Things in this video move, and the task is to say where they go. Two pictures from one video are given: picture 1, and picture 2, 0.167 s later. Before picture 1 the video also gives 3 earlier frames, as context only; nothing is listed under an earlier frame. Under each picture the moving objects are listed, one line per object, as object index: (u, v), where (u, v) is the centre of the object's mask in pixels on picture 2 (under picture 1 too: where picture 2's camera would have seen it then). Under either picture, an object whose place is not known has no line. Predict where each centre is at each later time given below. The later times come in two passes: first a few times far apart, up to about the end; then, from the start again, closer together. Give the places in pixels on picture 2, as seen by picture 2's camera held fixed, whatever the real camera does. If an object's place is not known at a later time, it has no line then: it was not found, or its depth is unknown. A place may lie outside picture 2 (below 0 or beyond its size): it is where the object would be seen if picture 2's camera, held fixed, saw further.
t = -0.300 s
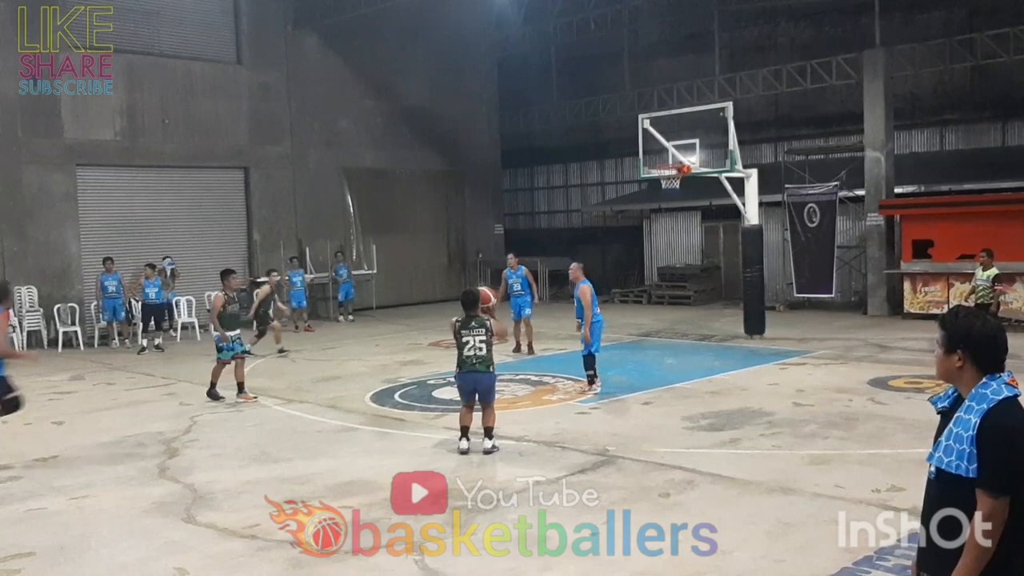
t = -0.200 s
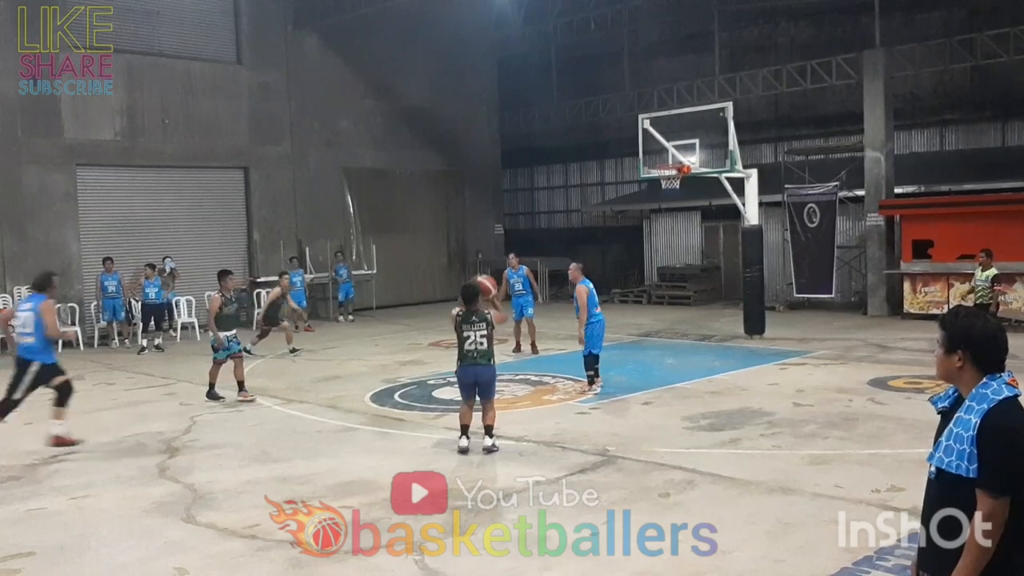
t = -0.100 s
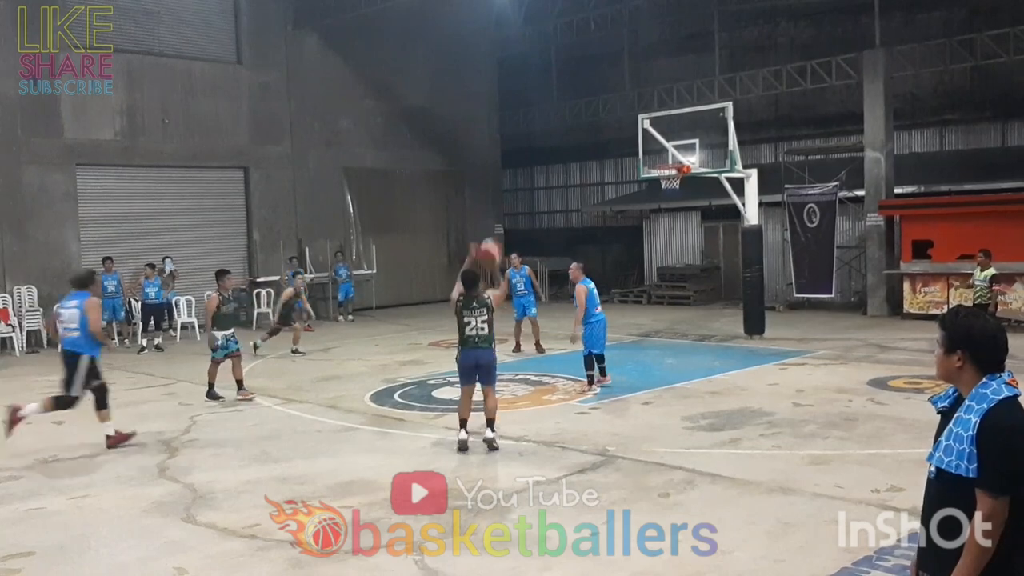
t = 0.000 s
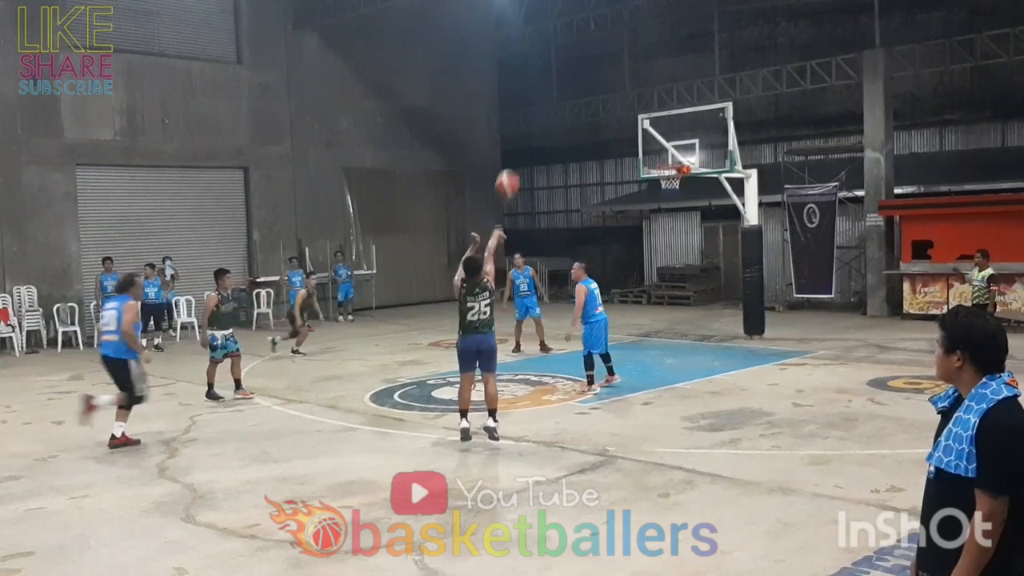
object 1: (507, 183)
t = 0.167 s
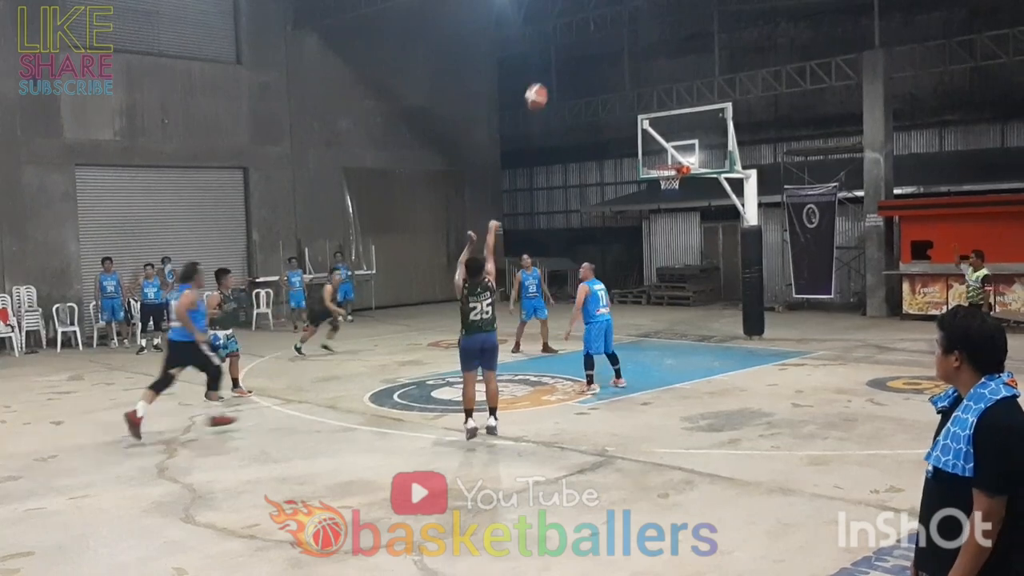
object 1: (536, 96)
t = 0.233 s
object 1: (547, 71)
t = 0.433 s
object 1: (579, 23)
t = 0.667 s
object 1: (610, 14)
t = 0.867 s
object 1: (635, 37)
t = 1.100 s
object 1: (661, 94)
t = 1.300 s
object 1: (680, 162)
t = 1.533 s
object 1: (624, 125)
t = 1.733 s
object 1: (578, 120)
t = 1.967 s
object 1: (528, 145)
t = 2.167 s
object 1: (486, 192)
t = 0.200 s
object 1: (542, 83)
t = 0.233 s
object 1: (547, 71)
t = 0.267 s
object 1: (552, 60)
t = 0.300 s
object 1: (558, 50)
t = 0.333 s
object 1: (563, 41)
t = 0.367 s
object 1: (568, 34)
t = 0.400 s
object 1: (573, 28)
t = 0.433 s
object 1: (579, 23)
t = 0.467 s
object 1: (583, 19)
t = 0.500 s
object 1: (588, 15)
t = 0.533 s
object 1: (593, 13)
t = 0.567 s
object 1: (597, 13)
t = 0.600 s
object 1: (601, 12)
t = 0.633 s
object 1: (606, 12)
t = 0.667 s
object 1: (610, 14)
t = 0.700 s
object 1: (615, 16)
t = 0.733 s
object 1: (619, 18)
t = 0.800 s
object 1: (627, 26)
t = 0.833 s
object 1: (631, 31)
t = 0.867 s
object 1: (635, 37)
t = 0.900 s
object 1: (638, 43)
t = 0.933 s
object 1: (642, 50)
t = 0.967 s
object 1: (646, 58)
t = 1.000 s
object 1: (650, 66)
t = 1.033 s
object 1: (654, 74)
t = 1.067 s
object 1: (657, 84)
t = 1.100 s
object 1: (661, 94)
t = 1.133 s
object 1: (663, 103)
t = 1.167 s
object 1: (667, 114)
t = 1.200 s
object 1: (671, 124)
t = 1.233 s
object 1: (673, 135)
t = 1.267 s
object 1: (676, 148)
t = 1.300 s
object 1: (680, 162)
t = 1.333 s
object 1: (671, 153)
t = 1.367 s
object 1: (663, 147)
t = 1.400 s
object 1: (654, 140)
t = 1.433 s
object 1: (648, 137)
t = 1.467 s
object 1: (640, 132)
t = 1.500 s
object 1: (631, 128)
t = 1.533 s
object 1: (624, 125)
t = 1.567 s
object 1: (616, 122)
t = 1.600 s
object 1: (608, 121)
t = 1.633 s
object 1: (601, 119)
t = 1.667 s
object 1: (593, 119)
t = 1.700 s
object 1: (586, 119)
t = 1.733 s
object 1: (578, 120)
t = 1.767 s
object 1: (571, 122)
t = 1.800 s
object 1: (564, 124)
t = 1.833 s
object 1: (557, 127)
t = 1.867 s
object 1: (549, 130)
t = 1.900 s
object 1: (542, 135)
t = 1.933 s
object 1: (535, 140)
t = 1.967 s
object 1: (528, 145)
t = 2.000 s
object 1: (521, 151)
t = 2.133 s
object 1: (493, 183)
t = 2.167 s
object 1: (486, 192)
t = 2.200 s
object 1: (480, 202)
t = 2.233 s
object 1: (474, 213)
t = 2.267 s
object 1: (467, 223)
